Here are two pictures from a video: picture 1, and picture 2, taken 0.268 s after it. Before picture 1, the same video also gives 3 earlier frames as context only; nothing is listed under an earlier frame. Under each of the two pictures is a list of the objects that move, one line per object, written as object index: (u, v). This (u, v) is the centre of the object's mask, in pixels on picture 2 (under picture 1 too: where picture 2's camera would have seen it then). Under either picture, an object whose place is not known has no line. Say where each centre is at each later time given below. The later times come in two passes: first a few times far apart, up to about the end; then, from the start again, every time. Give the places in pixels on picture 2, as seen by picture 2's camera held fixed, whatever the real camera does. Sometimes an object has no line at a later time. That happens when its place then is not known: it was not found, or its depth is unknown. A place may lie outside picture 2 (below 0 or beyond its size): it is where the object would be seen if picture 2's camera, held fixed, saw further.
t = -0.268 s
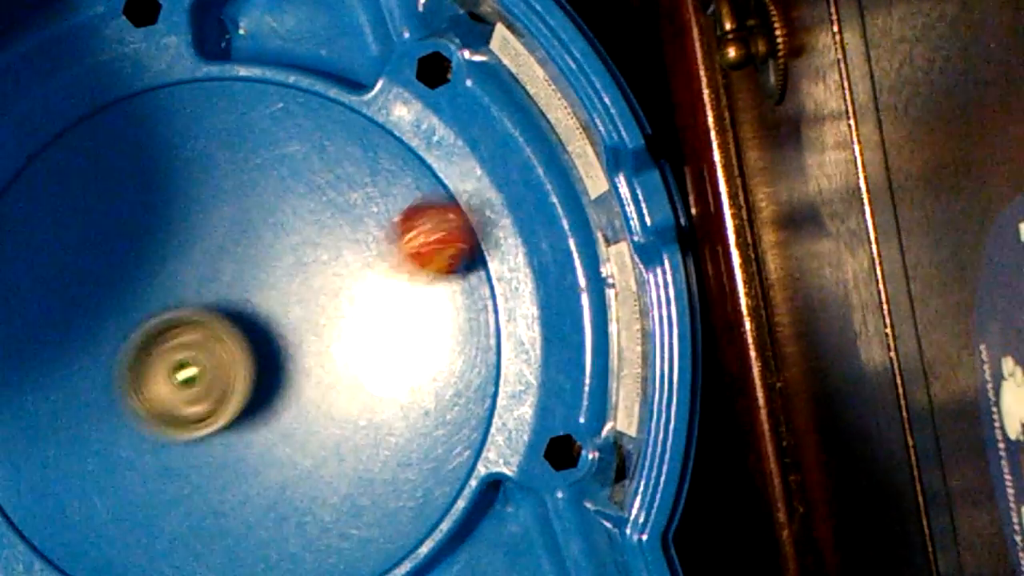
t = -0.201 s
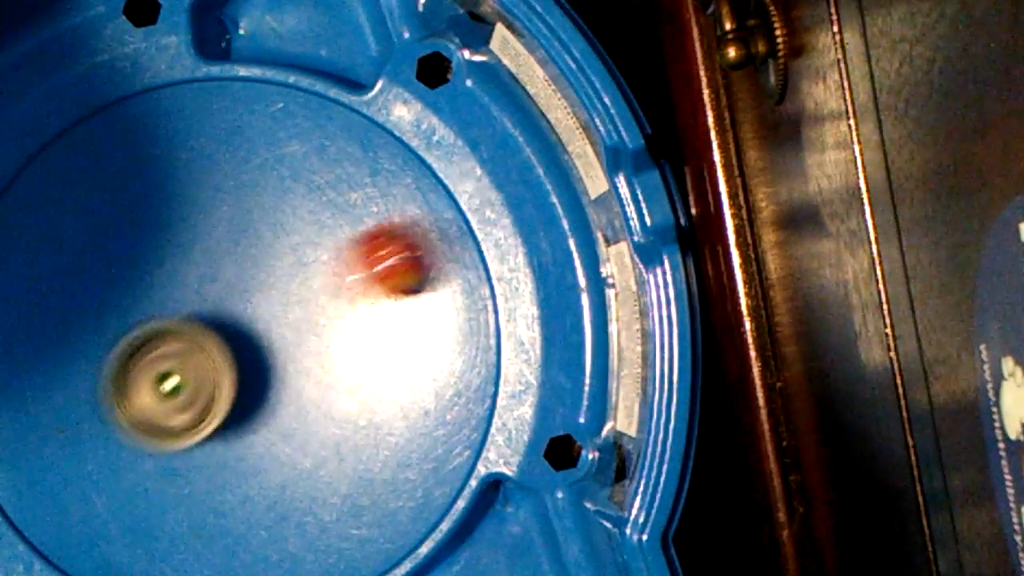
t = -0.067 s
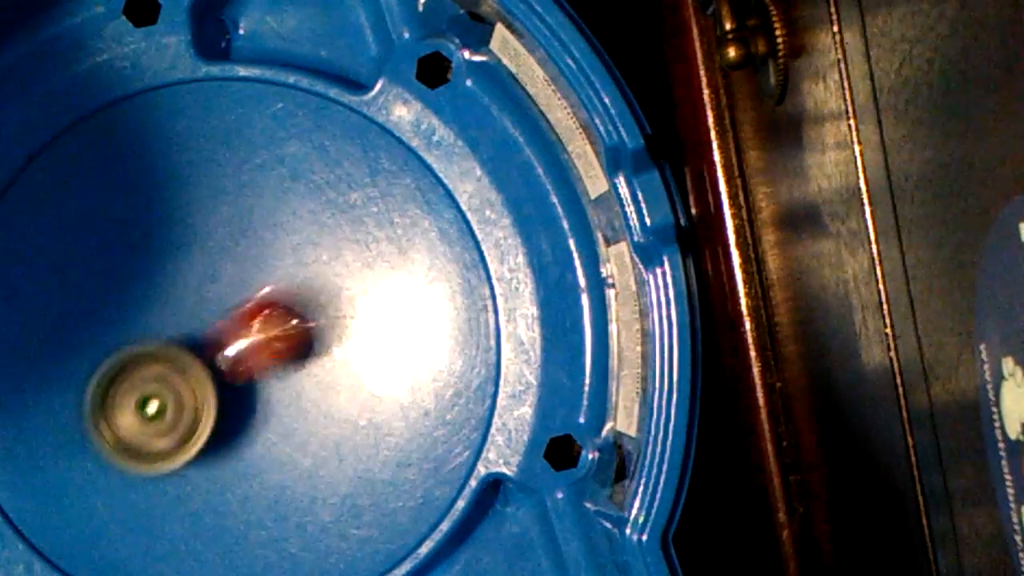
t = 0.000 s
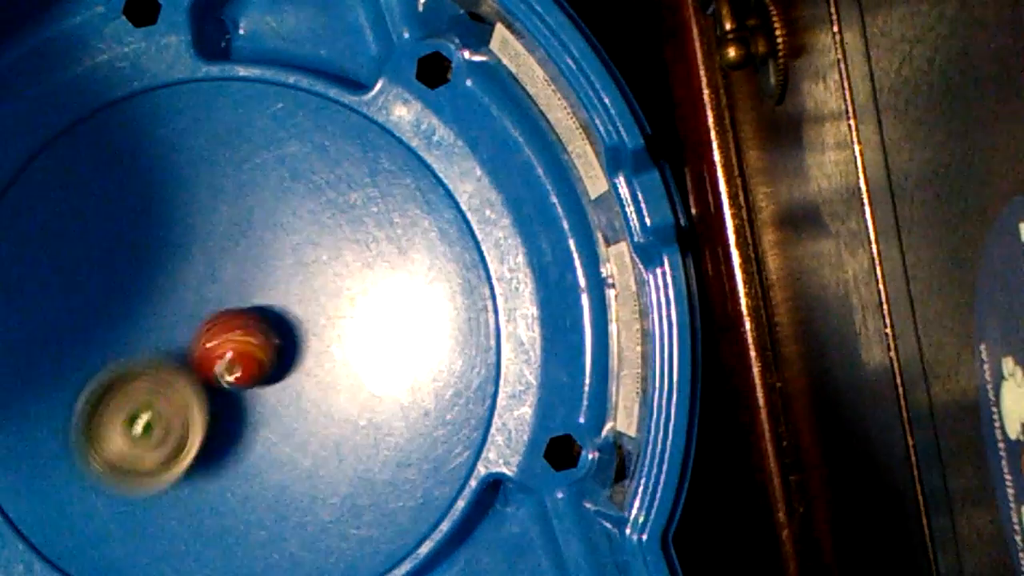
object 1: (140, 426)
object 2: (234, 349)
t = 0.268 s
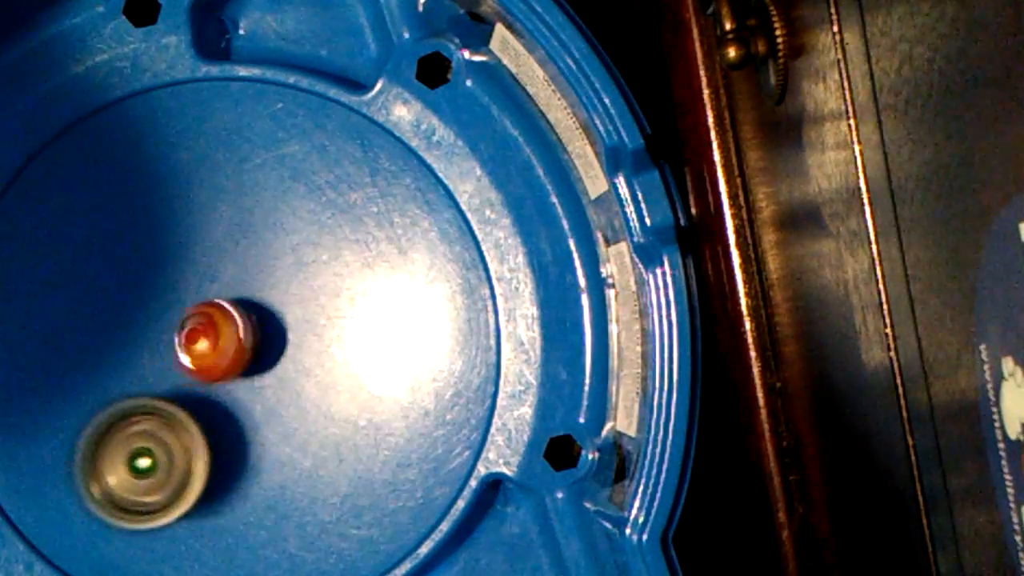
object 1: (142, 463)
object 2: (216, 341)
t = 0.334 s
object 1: (153, 460)
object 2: (217, 332)
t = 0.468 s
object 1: (177, 428)
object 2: (219, 320)
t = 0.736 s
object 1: (161, 365)
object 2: (273, 302)
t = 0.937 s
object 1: (130, 330)
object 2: (251, 330)
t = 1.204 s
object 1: (110, 322)
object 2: (266, 398)
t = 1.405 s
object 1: (151, 332)
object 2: (267, 438)
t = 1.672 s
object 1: (226, 298)
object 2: (207, 409)
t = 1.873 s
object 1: (243, 255)
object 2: (177, 363)
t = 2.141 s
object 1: (270, 229)
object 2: (74, 347)
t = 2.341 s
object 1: (282, 243)
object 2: (45, 355)
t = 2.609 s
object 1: (290, 324)
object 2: (185, 344)
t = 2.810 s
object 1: (338, 376)
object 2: (195, 350)
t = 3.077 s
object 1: (341, 405)
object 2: (211, 368)
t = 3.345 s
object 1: (293, 421)
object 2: (167, 330)
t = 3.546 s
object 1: (228, 429)
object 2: (127, 301)
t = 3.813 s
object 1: (139, 439)
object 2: (175, 312)
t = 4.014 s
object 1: (111, 430)
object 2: (227, 348)
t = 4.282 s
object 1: (129, 382)
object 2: (267, 355)
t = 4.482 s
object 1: (147, 307)
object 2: (284, 375)
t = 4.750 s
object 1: (150, 242)
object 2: (244, 418)
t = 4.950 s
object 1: (166, 245)
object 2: (183, 358)
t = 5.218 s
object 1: (233, 242)
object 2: (95, 424)
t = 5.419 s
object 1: (277, 276)
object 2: (119, 414)
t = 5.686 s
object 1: (324, 346)
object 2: (218, 366)
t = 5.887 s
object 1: (331, 382)
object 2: (232, 341)
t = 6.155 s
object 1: (289, 418)
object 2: (218, 315)
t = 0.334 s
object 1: (153, 460)
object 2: (217, 332)
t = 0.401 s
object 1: (167, 447)
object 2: (216, 324)
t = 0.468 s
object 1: (177, 428)
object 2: (219, 320)
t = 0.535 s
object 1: (176, 413)
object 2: (237, 304)
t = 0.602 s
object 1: (175, 398)
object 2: (260, 287)
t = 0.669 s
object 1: (170, 380)
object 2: (270, 287)
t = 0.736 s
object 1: (161, 365)
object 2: (273, 302)
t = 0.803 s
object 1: (150, 350)
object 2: (271, 318)
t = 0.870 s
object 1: (140, 339)
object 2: (261, 323)
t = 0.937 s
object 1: (130, 330)
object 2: (251, 330)
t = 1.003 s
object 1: (123, 325)
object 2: (241, 338)
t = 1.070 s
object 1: (118, 322)
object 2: (237, 351)
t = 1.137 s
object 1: (111, 320)
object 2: (255, 378)
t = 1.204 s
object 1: (110, 322)
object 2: (266, 398)
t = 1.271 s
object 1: (118, 326)
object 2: (271, 415)
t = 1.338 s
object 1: (132, 331)
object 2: (274, 432)
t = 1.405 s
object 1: (151, 332)
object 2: (267, 438)
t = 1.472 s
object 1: (171, 328)
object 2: (252, 438)
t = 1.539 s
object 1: (192, 322)
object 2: (235, 433)
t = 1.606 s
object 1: (211, 313)
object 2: (222, 418)
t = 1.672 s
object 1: (226, 298)
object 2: (207, 409)
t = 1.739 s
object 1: (236, 281)
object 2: (191, 395)
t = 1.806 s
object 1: (242, 266)
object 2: (182, 381)
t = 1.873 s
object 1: (243, 255)
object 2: (177, 363)
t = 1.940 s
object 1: (242, 248)
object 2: (178, 341)
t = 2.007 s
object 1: (248, 245)
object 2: (162, 332)
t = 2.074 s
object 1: (261, 236)
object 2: (111, 345)
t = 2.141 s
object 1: (270, 229)
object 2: (74, 347)
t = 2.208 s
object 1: (276, 227)
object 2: (47, 352)
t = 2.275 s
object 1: (280, 231)
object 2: (41, 354)
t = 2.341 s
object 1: (282, 243)
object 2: (45, 355)
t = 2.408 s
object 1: (283, 258)
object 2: (72, 356)
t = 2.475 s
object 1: (284, 278)
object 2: (99, 354)
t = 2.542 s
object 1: (286, 299)
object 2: (142, 348)
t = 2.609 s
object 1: (290, 324)
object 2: (185, 344)
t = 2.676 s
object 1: (309, 346)
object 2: (188, 349)
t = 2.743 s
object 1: (325, 363)
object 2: (189, 349)
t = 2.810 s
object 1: (338, 376)
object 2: (195, 350)
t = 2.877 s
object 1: (343, 386)
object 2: (204, 356)
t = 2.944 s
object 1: (346, 398)
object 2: (206, 361)
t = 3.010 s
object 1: (345, 403)
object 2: (210, 366)
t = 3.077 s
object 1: (341, 405)
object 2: (211, 368)
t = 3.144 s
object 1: (331, 406)
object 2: (218, 371)
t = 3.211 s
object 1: (316, 409)
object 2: (214, 361)
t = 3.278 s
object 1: (307, 416)
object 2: (192, 348)
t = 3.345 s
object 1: (293, 421)
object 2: (167, 330)
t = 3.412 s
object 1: (275, 424)
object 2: (148, 319)
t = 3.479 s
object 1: (252, 426)
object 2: (138, 307)
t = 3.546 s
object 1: (228, 429)
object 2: (127, 301)
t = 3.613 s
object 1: (204, 432)
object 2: (131, 298)
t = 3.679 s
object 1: (180, 435)
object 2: (140, 294)
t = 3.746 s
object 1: (156, 438)
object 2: (153, 301)
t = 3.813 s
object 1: (139, 439)
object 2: (175, 312)
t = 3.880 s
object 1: (126, 438)
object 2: (189, 329)
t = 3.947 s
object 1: (116, 435)
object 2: (206, 346)
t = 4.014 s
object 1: (111, 430)
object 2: (227, 348)
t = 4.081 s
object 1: (109, 422)
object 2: (243, 354)
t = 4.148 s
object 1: (112, 412)
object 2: (259, 355)
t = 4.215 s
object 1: (119, 399)
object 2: (266, 352)
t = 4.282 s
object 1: (129, 382)
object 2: (267, 355)
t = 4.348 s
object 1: (140, 360)
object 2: (265, 357)
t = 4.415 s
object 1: (148, 337)
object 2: (262, 359)
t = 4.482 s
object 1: (147, 307)
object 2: (284, 375)
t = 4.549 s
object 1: (148, 285)
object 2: (292, 400)
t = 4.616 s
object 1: (149, 267)
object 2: (285, 419)
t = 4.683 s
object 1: (148, 250)
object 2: (268, 426)
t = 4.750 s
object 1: (150, 242)
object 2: (244, 418)
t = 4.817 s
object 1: (153, 239)
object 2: (221, 404)
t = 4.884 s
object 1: (159, 240)
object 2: (203, 384)
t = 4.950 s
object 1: (166, 245)
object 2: (183, 358)
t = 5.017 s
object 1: (182, 243)
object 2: (157, 365)
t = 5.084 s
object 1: (200, 237)
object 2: (131, 388)
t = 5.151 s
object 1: (217, 237)
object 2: (107, 409)
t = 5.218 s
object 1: (233, 242)
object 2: (95, 424)
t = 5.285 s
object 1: (249, 250)
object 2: (92, 427)
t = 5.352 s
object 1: (263, 261)
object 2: (98, 426)
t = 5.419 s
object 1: (277, 276)
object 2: (119, 414)
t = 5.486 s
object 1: (288, 291)
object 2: (148, 400)
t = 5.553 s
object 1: (300, 311)
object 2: (182, 385)
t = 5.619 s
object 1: (310, 329)
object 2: (212, 369)
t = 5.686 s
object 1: (324, 346)
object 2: (218, 366)
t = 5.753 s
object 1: (331, 360)
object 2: (220, 360)
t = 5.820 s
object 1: (333, 372)
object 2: (224, 350)
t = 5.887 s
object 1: (331, 382)
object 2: (232, 341)
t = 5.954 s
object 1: (326, 392)
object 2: (234, 336)
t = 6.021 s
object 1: (316, 402)
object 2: (232, 333)
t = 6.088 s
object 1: (304, 412)
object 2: (225, 325)
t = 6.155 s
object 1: (289, 418)
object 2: (218, 315)
